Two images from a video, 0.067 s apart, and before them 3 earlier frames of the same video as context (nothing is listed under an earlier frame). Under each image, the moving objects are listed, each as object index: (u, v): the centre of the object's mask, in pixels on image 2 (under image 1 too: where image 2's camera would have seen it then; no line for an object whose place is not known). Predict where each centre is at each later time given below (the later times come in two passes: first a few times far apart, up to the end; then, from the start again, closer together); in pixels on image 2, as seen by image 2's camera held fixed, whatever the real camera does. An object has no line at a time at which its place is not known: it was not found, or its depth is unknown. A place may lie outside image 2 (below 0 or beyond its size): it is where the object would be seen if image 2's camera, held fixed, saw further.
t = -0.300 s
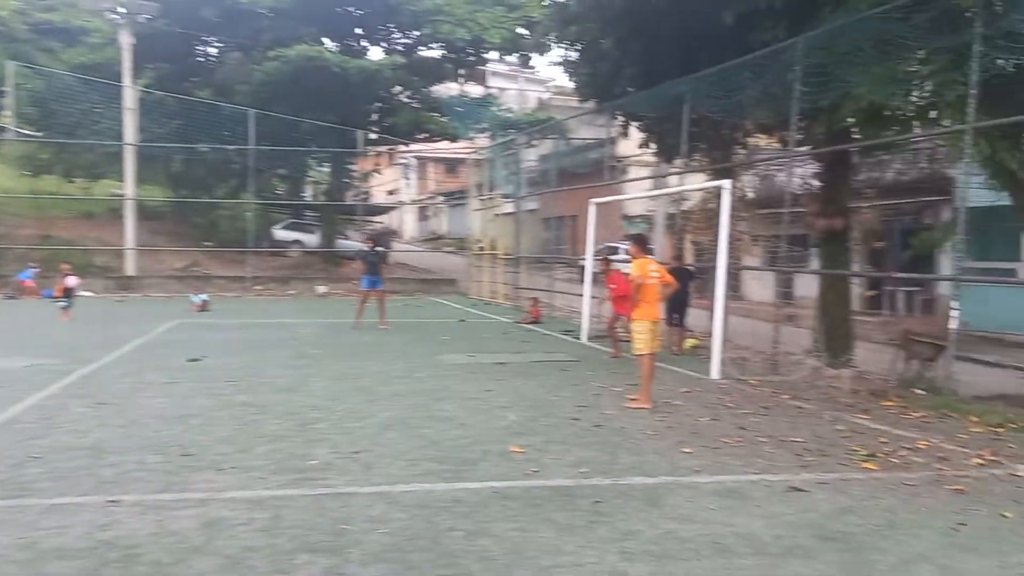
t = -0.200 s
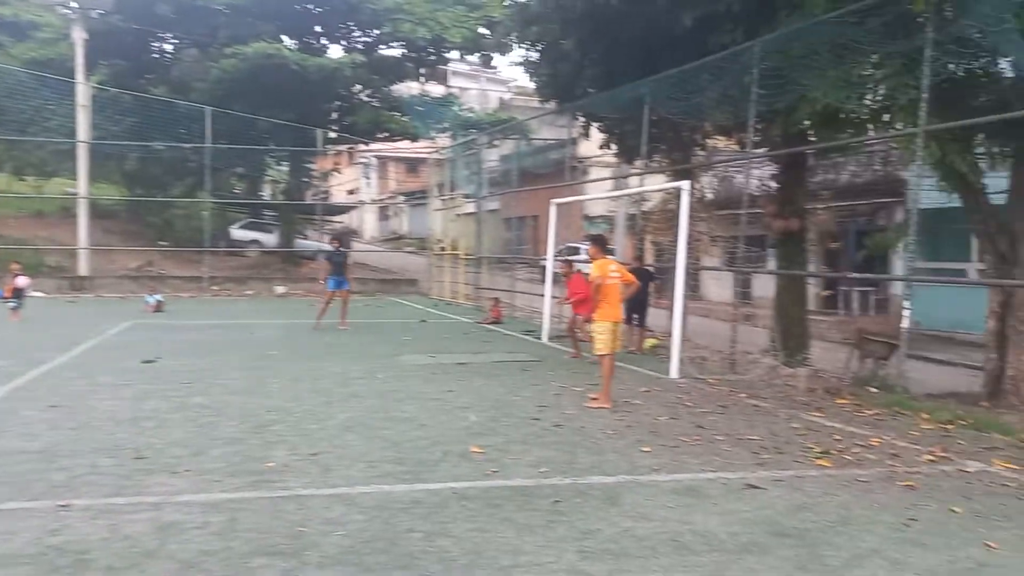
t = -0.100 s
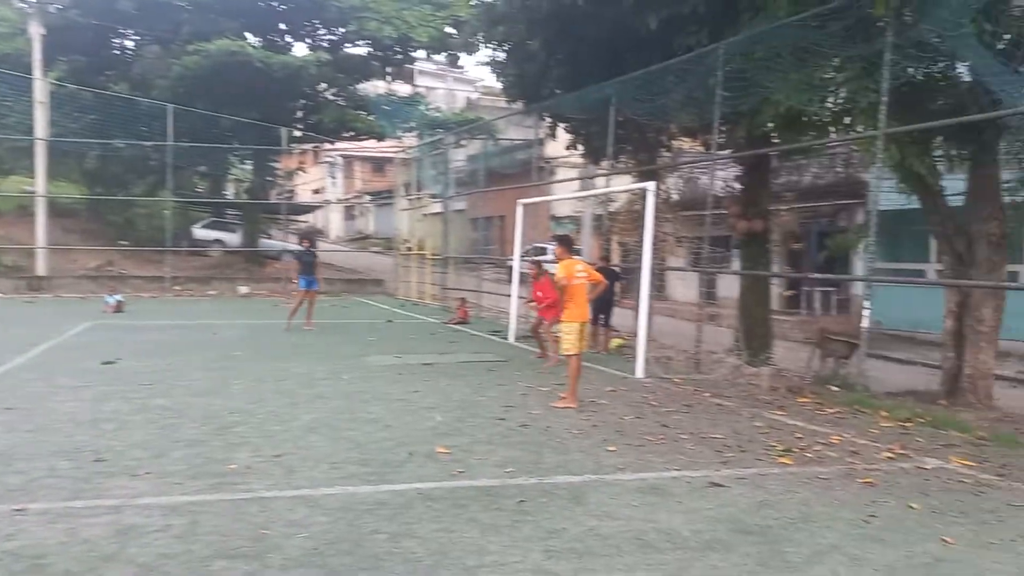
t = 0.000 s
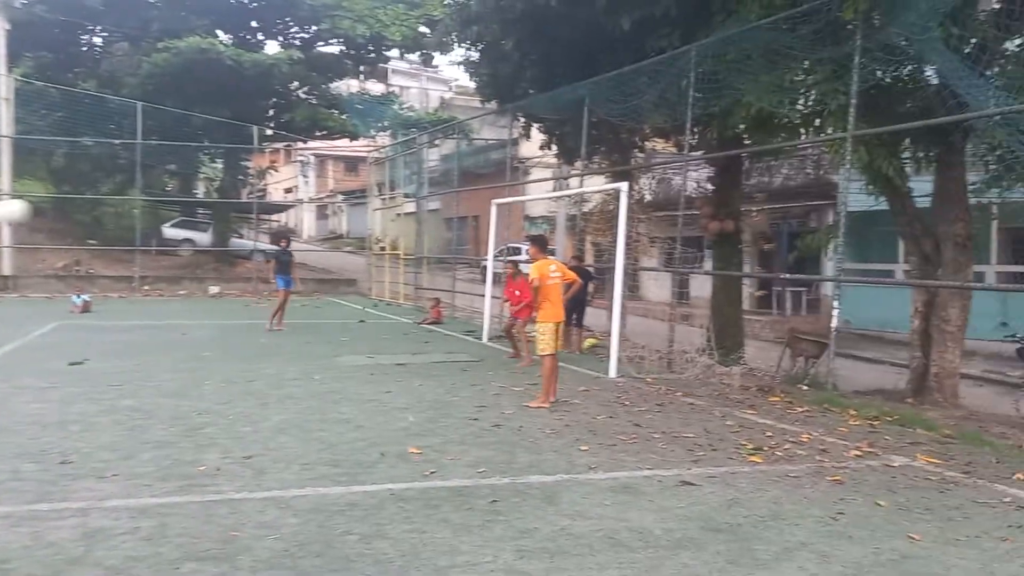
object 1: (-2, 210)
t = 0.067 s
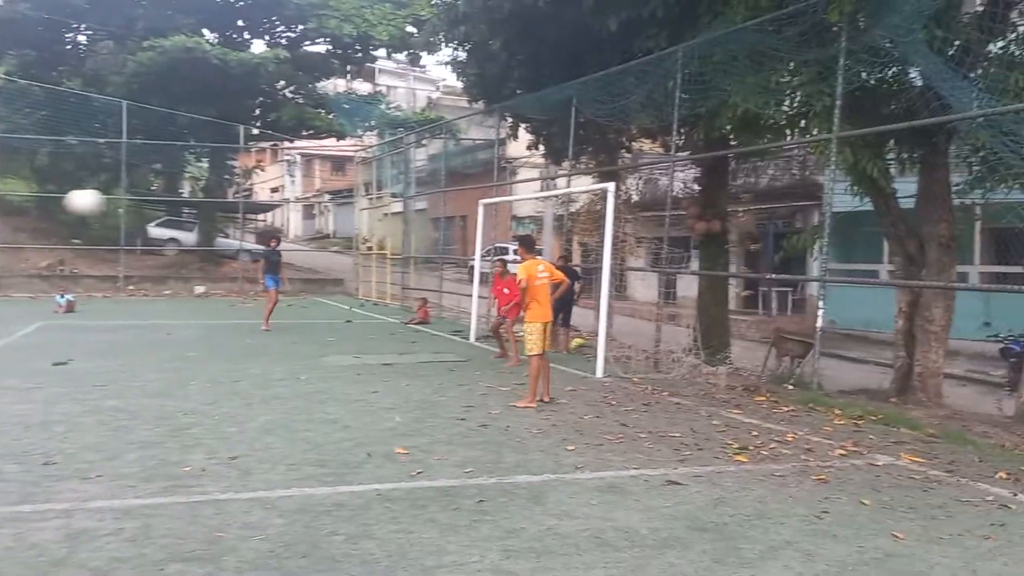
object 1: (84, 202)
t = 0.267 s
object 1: (366, 202)
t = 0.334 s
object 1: (460, 210)
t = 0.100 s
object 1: (130, 198)
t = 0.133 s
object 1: (177, 197)
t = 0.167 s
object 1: (223, 197)
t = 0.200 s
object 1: (267, 199)
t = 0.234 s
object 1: (318, 197)
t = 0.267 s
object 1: (366, 202)
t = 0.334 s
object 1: (460, 210)
